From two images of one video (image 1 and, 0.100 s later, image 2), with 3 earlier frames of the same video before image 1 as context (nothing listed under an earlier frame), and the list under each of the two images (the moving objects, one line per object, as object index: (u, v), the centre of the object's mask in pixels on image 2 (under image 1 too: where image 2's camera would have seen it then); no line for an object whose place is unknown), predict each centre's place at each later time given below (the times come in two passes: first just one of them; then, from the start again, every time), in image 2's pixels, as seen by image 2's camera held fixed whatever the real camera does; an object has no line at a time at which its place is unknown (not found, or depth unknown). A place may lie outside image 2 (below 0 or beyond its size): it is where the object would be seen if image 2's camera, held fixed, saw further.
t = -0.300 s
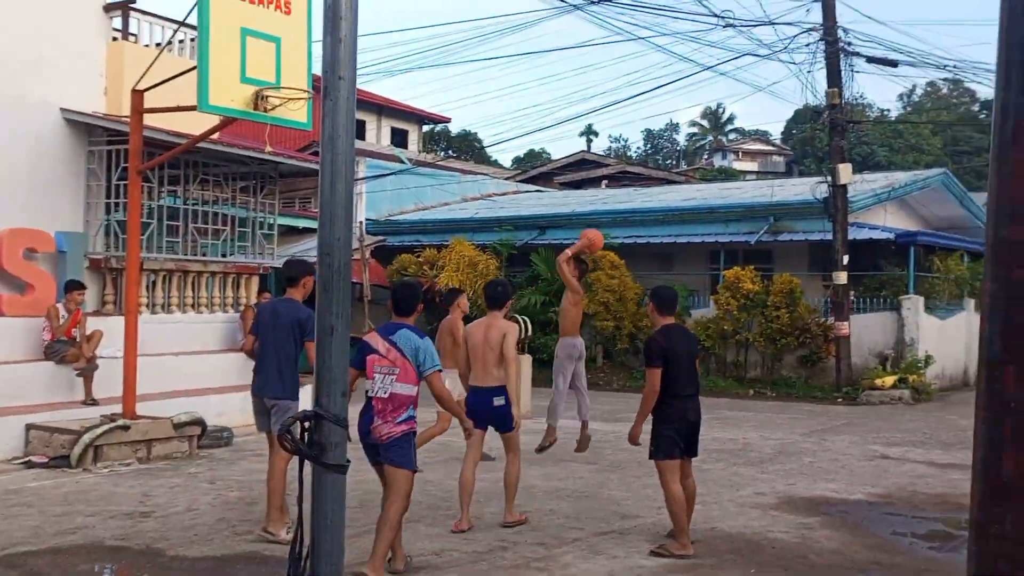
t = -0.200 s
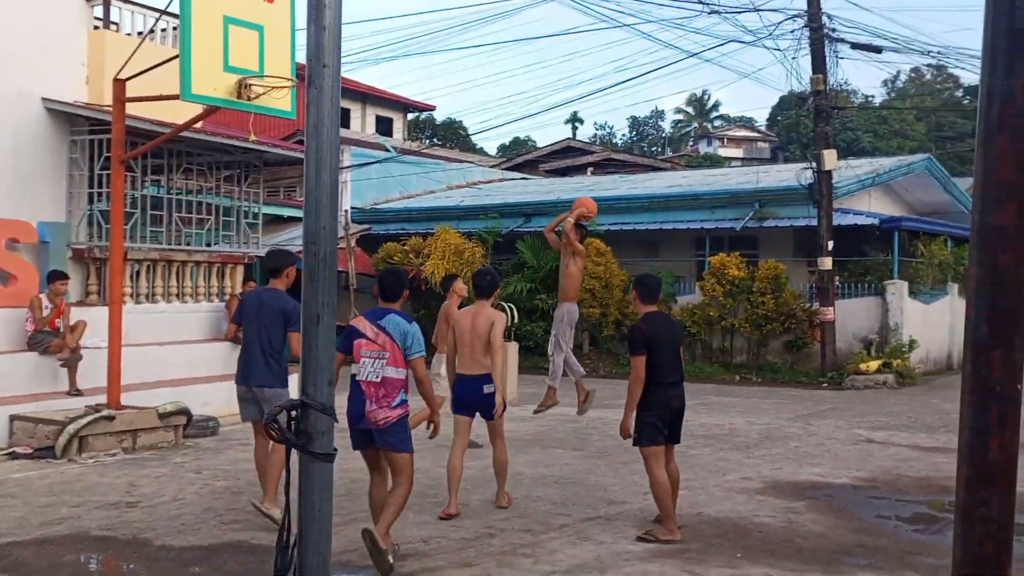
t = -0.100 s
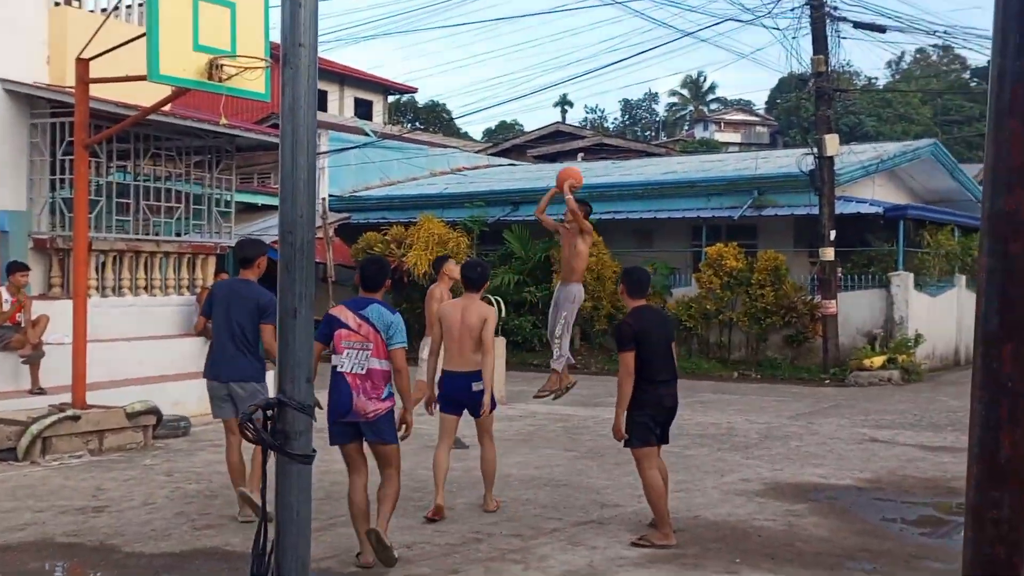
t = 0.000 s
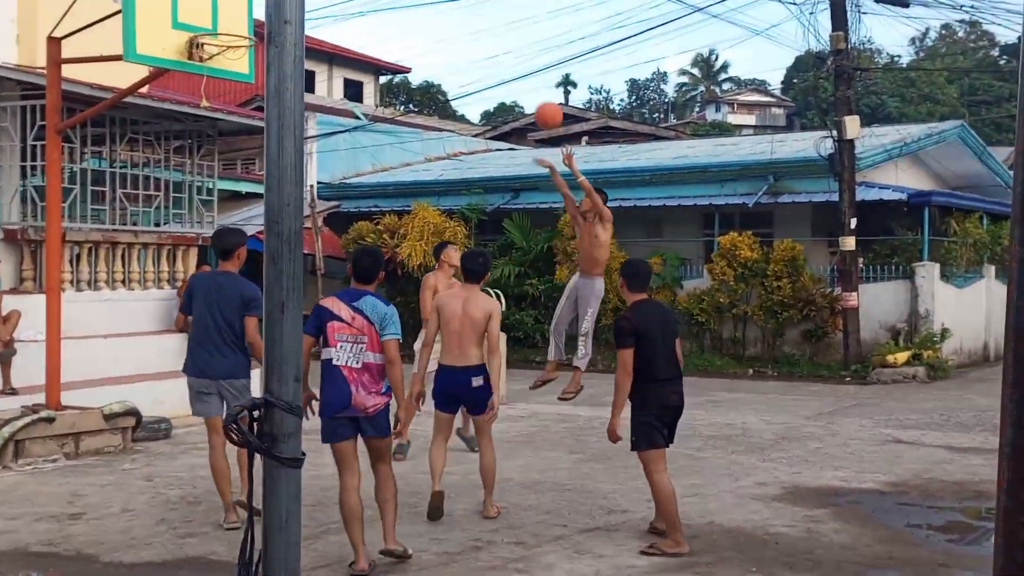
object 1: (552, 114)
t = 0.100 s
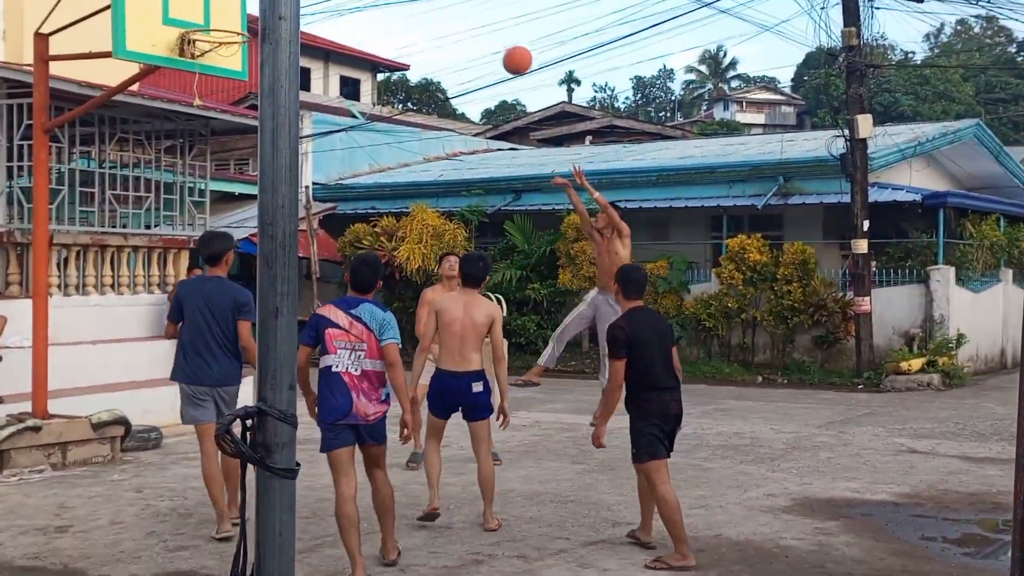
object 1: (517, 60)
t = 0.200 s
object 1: (483, 19)
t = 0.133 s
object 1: (506, 45)
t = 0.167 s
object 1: (495, 31)
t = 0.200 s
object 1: (483, 19)
